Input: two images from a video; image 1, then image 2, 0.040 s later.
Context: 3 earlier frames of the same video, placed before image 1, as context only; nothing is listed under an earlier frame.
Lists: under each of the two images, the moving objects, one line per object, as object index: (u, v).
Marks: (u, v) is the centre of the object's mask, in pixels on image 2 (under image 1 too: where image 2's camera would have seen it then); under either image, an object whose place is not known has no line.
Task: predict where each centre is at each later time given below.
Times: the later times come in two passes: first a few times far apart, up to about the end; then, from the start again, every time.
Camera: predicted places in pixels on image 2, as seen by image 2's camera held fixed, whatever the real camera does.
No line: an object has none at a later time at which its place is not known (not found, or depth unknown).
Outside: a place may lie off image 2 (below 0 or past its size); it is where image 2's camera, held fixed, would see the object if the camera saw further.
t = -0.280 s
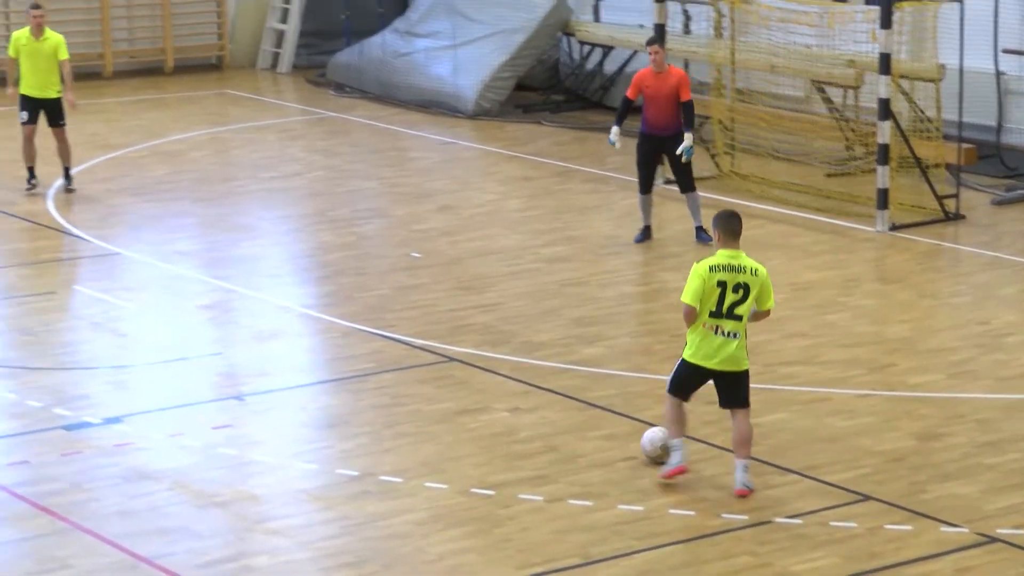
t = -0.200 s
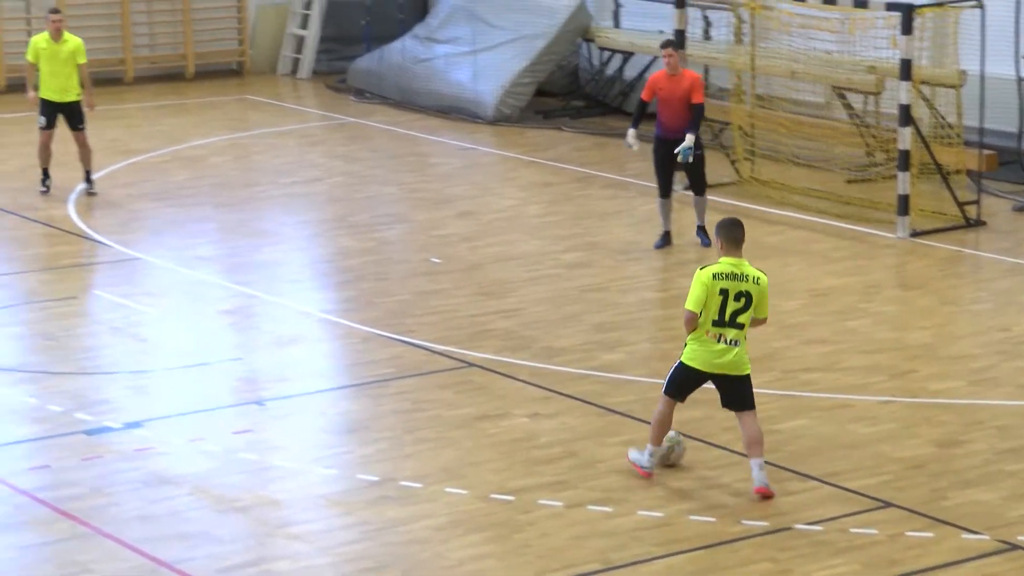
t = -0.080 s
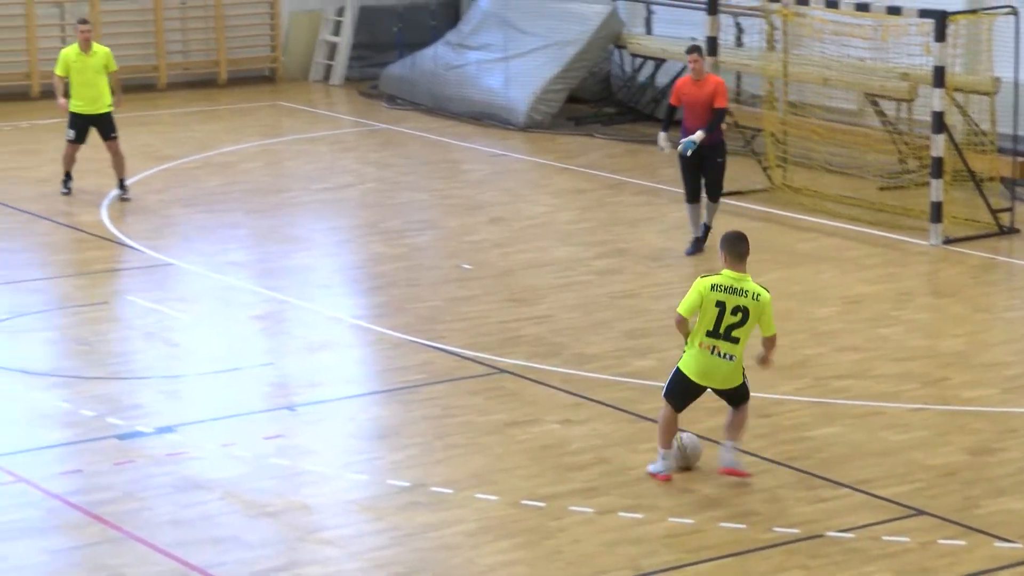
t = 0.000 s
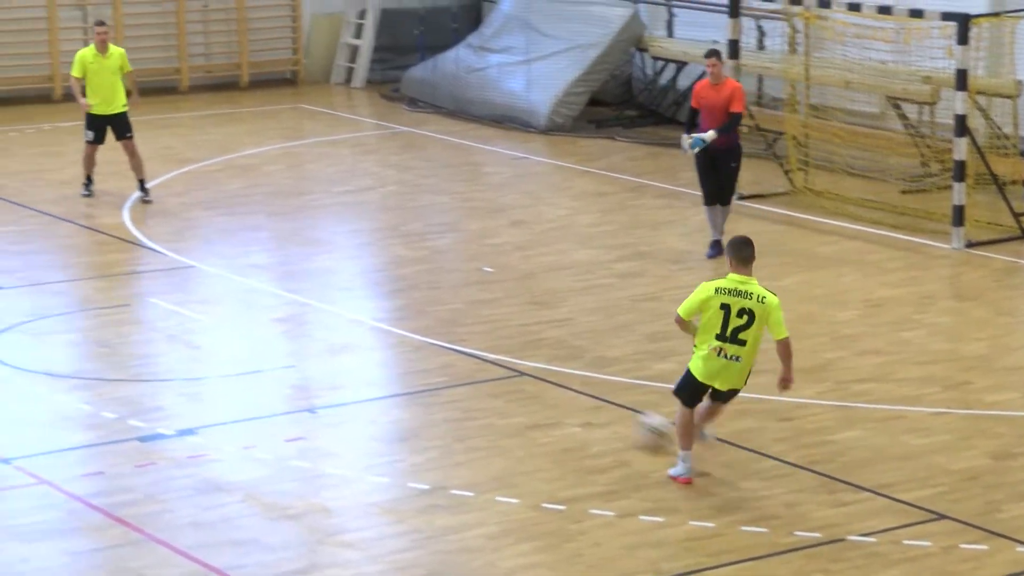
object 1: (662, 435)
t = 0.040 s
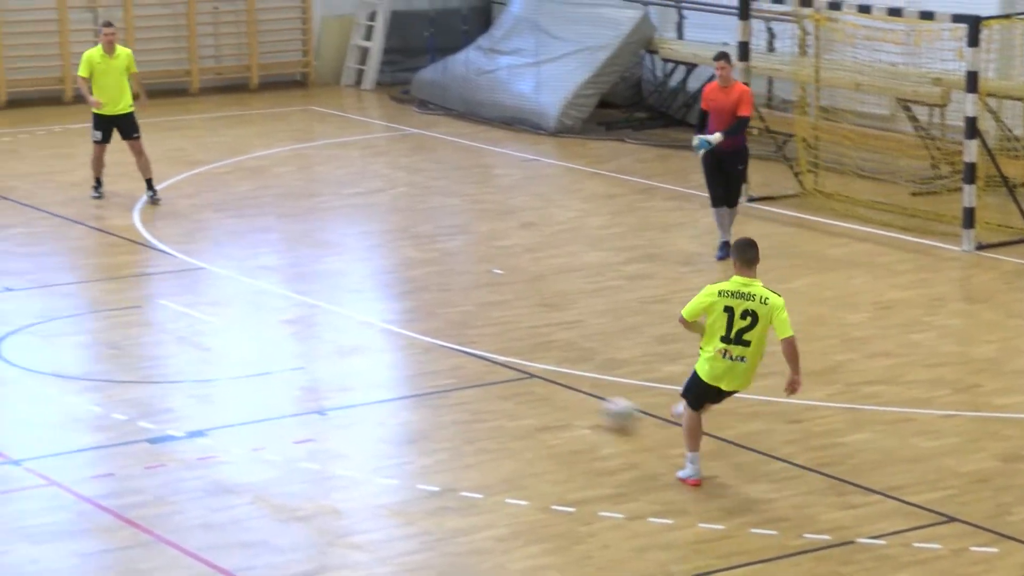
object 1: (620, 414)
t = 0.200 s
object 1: (476, 352)
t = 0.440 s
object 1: (320, 283)
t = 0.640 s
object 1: (225, 244)
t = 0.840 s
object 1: (150, 217)
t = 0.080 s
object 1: (579, 398)
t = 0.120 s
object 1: (542, 383)
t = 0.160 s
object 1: (509, 366)
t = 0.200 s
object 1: (476, 352)
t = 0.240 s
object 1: (445, 340)
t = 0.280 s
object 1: (416, 328)
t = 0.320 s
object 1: (391, 315)
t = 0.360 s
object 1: (366, 306)
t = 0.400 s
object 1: (343, 294)
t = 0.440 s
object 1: (320, 283)
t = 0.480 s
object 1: (299, 276)
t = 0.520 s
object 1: (278, 269)
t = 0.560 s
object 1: (261, 258)
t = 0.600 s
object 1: (242, 250)
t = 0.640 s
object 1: (225, 244)
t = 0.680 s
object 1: (208, 240)
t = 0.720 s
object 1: (193, 232)
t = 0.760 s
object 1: (178, 225)
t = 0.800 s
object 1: (163, 220)
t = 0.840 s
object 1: (150, 217)
